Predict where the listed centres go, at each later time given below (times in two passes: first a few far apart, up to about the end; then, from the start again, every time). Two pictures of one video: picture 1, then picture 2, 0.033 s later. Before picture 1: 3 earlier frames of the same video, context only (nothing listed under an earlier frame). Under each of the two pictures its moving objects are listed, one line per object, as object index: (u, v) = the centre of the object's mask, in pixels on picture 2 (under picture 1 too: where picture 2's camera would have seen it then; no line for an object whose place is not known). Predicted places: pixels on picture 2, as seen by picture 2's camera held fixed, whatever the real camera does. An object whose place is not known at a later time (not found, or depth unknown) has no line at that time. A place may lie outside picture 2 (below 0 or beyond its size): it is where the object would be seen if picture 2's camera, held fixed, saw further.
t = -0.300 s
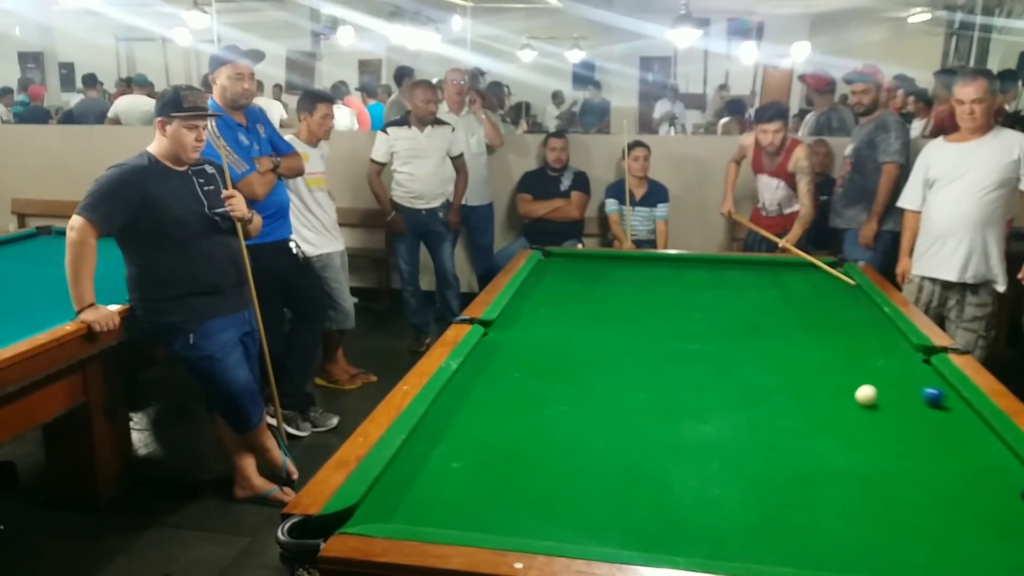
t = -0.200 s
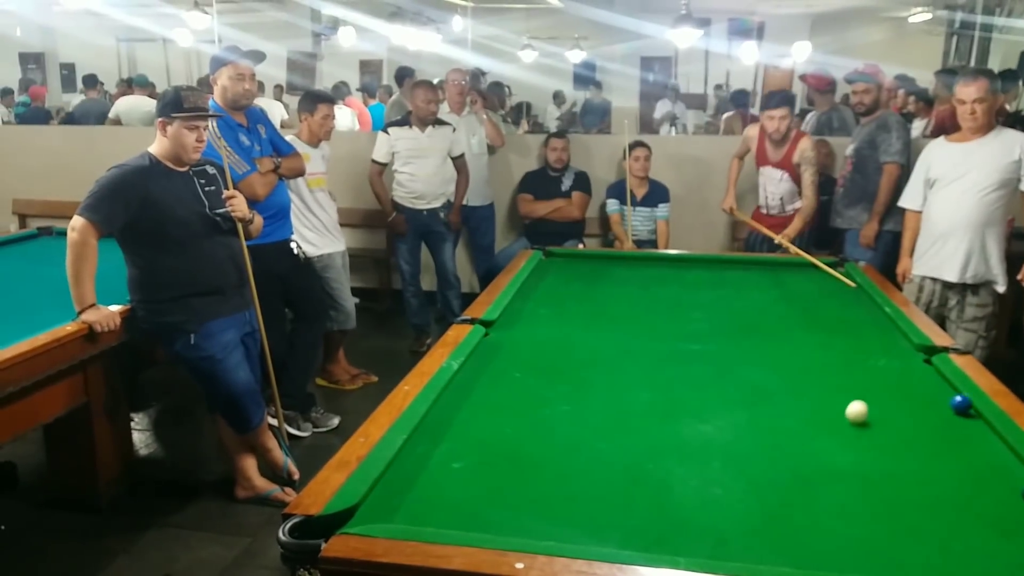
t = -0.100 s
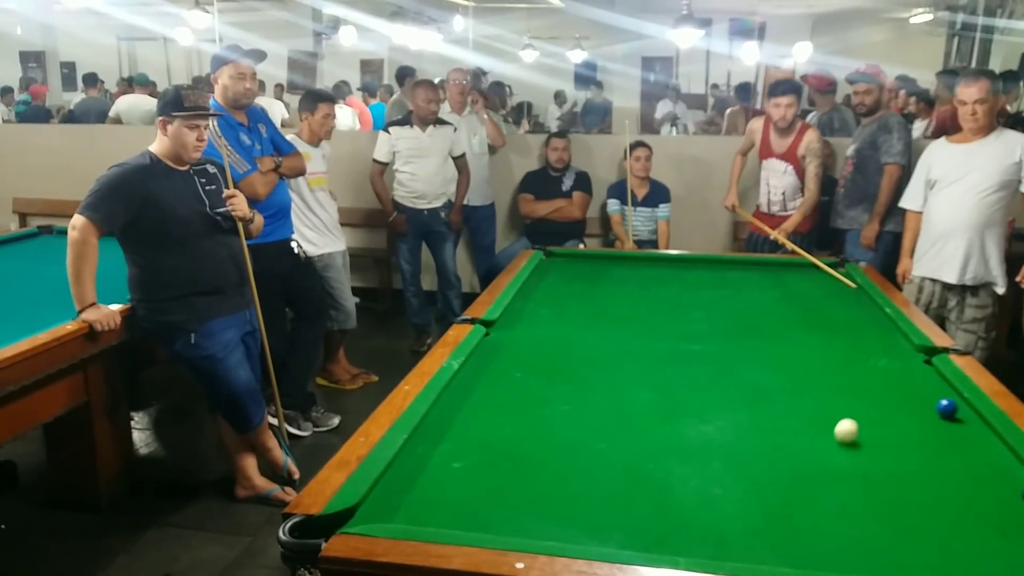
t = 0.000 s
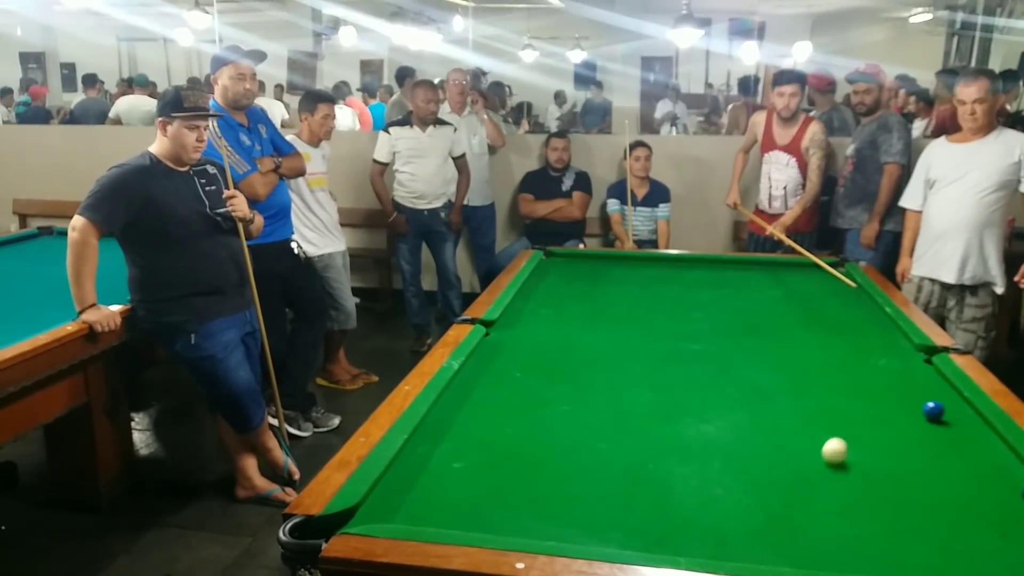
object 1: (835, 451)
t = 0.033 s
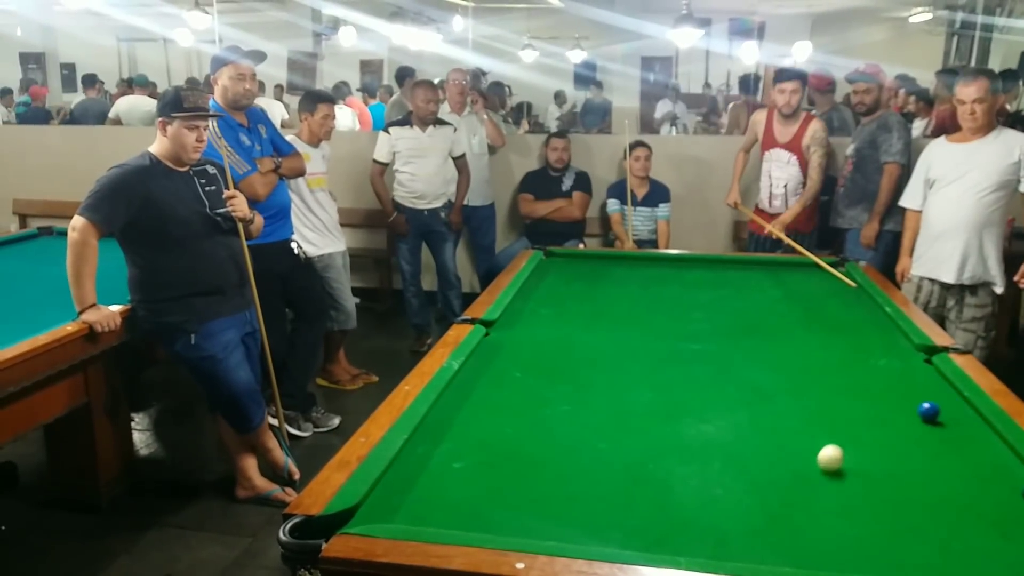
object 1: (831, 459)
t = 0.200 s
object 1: (806, 500)
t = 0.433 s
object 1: (761, 552)
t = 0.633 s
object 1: (721, 507)
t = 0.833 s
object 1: (688, 468)
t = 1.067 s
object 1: (655, 431)
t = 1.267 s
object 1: (632, 404)
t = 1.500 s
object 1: (616, 382)
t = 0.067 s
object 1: (826, 466)
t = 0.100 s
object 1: (821, 474)
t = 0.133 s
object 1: (816, 483)
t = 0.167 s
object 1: (811, 491)
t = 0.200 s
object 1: (806, 500)
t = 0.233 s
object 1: (801, 509)
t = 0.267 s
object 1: (795, 519)
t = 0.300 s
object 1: (789, 529)
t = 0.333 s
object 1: (783, 539)
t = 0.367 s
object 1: (777, 549)
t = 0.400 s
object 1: (770, 556)
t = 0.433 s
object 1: (761, 552)
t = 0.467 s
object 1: (754, 545)
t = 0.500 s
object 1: (747, 537)
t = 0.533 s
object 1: (740, 529)
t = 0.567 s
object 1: (733, 521)
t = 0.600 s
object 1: (727, 514)
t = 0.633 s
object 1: (721, 507)
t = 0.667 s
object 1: (715, 500)
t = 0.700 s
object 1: (709, 493)
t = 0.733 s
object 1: (703, 486)
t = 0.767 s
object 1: (698, 480)
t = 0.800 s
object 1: (693, 474)
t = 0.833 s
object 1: (688, 468)
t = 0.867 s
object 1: (683, 462)
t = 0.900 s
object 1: (678, 457)
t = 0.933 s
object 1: (673, 451)
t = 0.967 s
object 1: (667, 446)
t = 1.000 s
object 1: (663, 441)
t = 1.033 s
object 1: (659, 436)
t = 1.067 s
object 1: (655, 431)
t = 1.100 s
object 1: (650, 426)
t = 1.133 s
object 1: (645, 421)
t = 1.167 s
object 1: (640, 416)
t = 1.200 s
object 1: (637, 412)
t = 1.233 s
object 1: (634, 408)
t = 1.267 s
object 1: (632, 404)
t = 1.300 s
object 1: (629, 401)
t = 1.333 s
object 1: (627, 398)
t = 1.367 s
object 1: (625, 394)
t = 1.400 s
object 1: (623, 391)
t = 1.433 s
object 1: (621, 388)
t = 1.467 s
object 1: (618, 385)
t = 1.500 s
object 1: (616, 382)
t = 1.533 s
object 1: (613, 379)
